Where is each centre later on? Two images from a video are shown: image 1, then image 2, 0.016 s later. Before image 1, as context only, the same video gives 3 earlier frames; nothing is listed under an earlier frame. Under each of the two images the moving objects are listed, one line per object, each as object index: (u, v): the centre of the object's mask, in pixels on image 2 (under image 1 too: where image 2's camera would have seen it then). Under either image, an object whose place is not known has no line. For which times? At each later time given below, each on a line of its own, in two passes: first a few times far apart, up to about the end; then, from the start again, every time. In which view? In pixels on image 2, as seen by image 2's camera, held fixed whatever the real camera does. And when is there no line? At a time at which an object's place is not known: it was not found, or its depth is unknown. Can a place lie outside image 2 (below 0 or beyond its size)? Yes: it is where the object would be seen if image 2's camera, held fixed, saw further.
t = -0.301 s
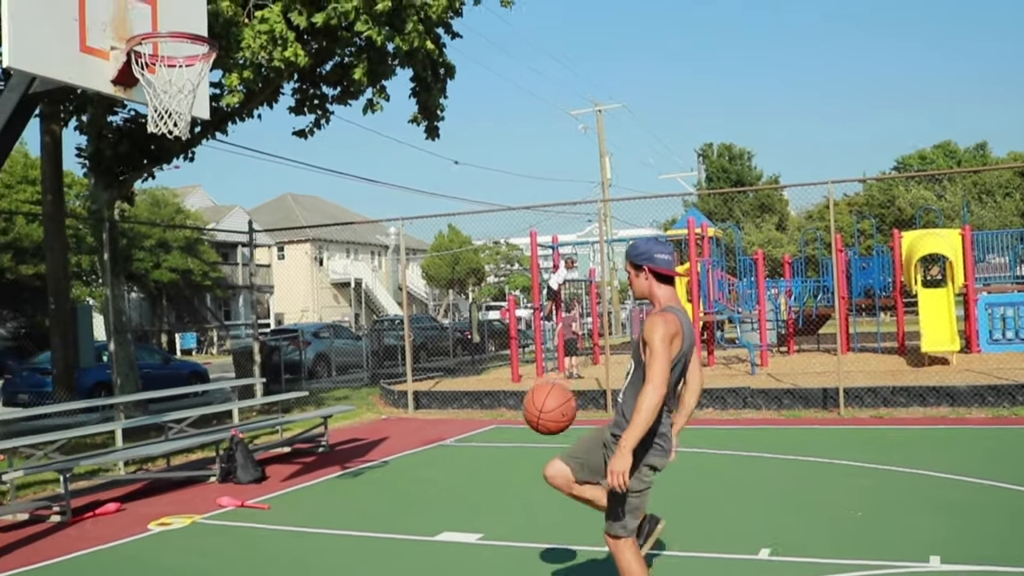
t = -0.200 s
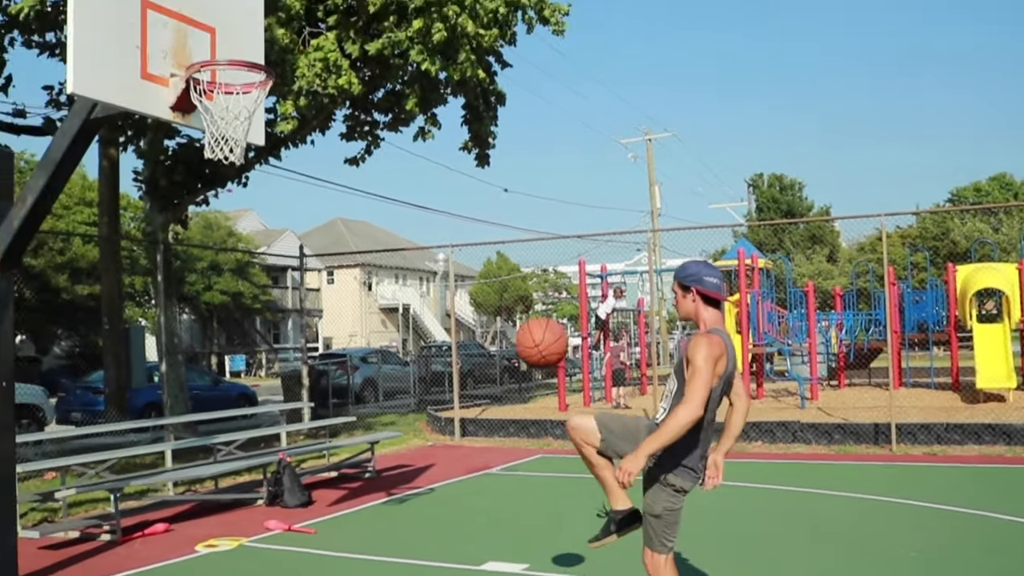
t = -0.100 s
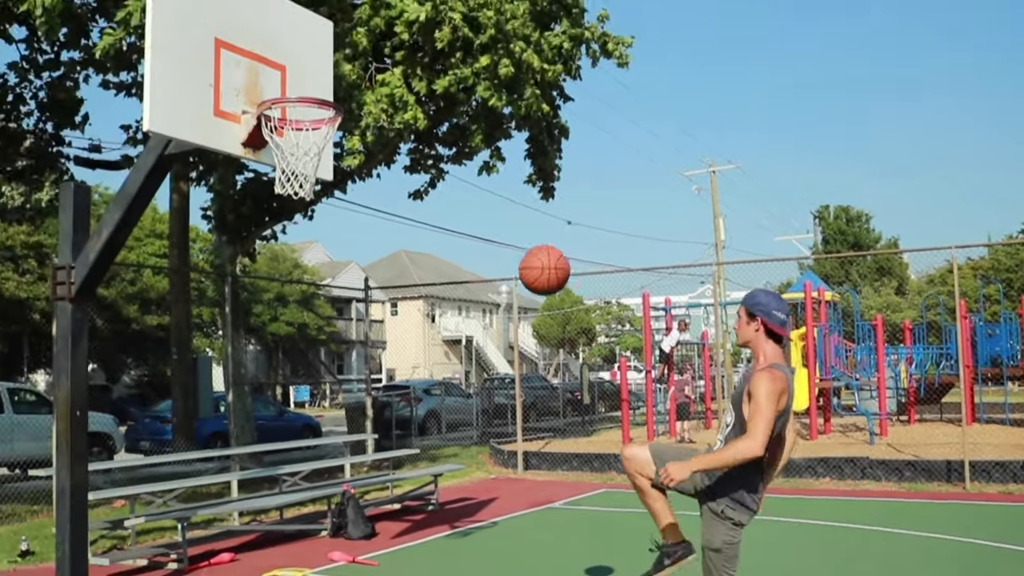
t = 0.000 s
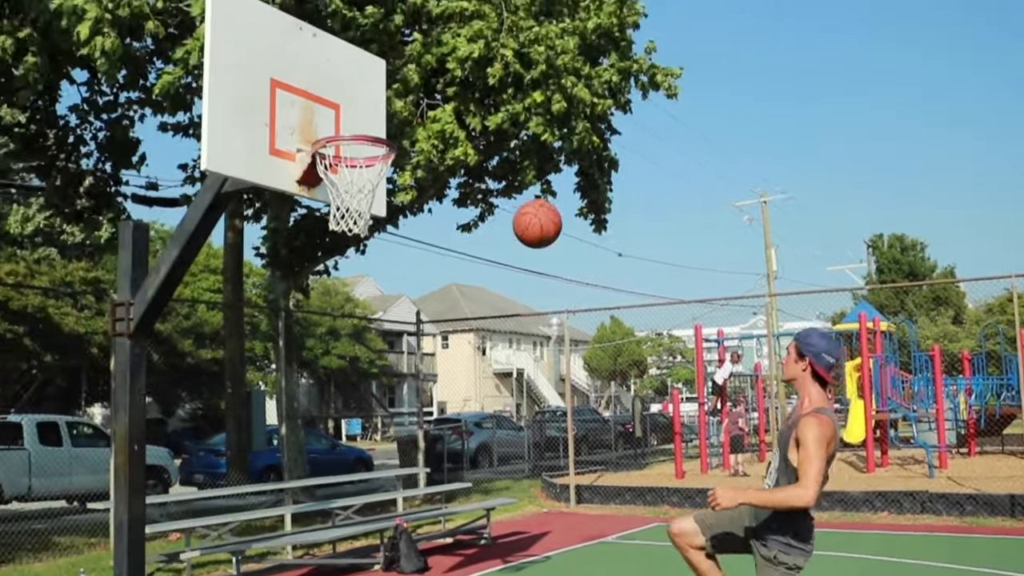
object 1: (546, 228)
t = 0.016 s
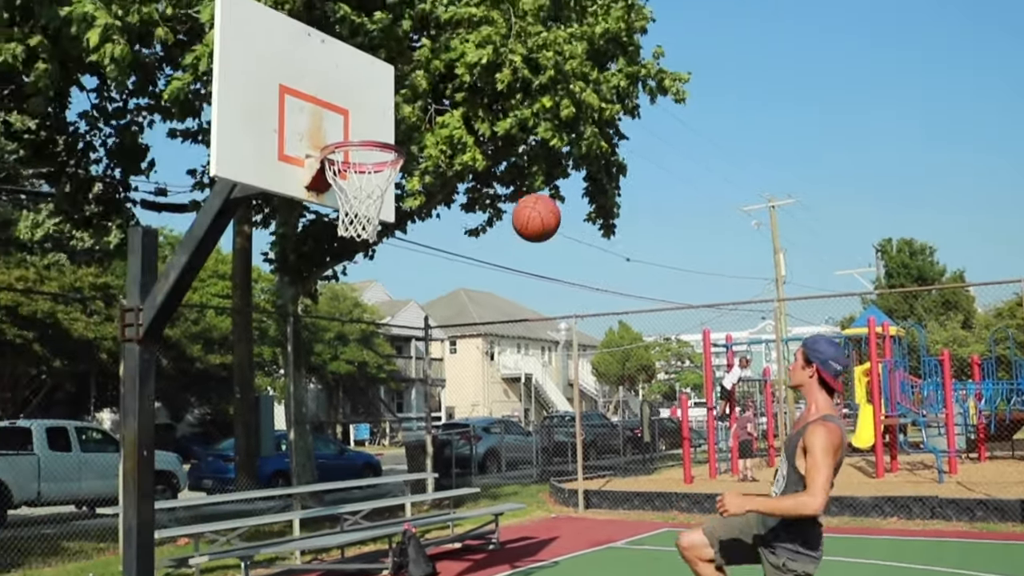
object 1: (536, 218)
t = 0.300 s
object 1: (385, 127)
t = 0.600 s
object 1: (266, 140)
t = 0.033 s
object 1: (527, 207)
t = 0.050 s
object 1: (517, 198)
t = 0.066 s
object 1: (508, 188)
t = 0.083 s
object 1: (499, 180)
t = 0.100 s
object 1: (489, 173)
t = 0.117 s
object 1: (481, 166)
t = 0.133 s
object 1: (472, 160)
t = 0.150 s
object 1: (465, 156)
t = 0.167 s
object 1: (454, 148)
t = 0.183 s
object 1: (444, 144)
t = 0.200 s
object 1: (435, 140)
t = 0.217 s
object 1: (427, 136)
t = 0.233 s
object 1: (419, 133)
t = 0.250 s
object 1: (410, 130)
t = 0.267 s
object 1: (402, 129)
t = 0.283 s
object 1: (393, 126)
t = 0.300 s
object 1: (385, 127)
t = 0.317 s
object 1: (377, 126)
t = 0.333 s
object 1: (369, 126)
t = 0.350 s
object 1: (361, 127)
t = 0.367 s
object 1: (353, 128)
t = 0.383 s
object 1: (346, 129)
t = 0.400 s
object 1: (340, 127)
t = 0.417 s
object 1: (335, 126)
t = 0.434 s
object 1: (329, 125)
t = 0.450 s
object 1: (323, 124)
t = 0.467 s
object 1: (316, 124)
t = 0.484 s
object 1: (310, 124)
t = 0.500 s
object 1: (304, 125)
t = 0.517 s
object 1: (299, 127)
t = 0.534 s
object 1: (292, 128)
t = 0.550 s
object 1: (285, 130)
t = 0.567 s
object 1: (279, 133)
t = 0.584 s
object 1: (272, 136)
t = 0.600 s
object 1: (266, 140)
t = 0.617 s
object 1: (258, 144)
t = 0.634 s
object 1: (252, 149)
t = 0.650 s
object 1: (244, 155)
